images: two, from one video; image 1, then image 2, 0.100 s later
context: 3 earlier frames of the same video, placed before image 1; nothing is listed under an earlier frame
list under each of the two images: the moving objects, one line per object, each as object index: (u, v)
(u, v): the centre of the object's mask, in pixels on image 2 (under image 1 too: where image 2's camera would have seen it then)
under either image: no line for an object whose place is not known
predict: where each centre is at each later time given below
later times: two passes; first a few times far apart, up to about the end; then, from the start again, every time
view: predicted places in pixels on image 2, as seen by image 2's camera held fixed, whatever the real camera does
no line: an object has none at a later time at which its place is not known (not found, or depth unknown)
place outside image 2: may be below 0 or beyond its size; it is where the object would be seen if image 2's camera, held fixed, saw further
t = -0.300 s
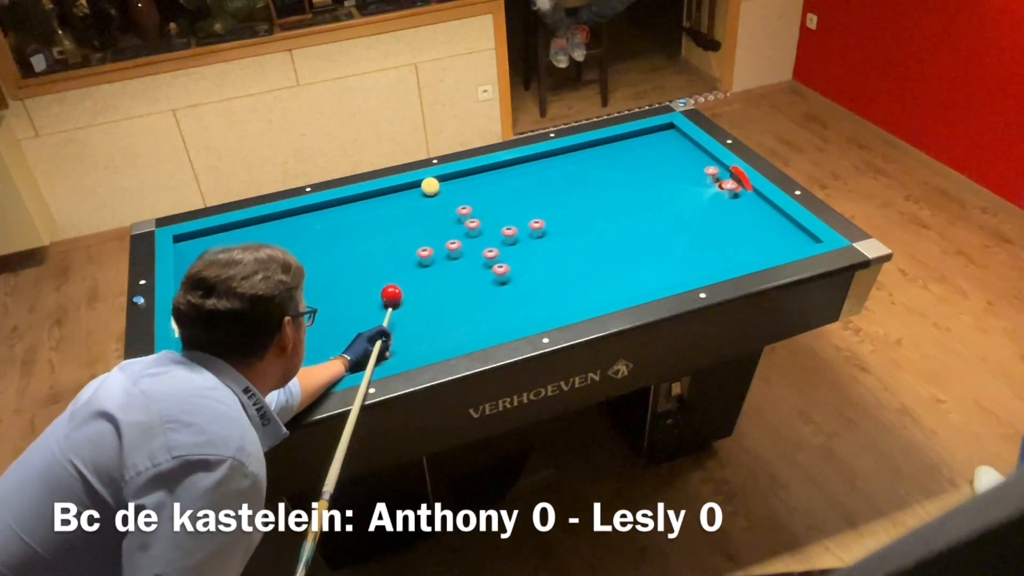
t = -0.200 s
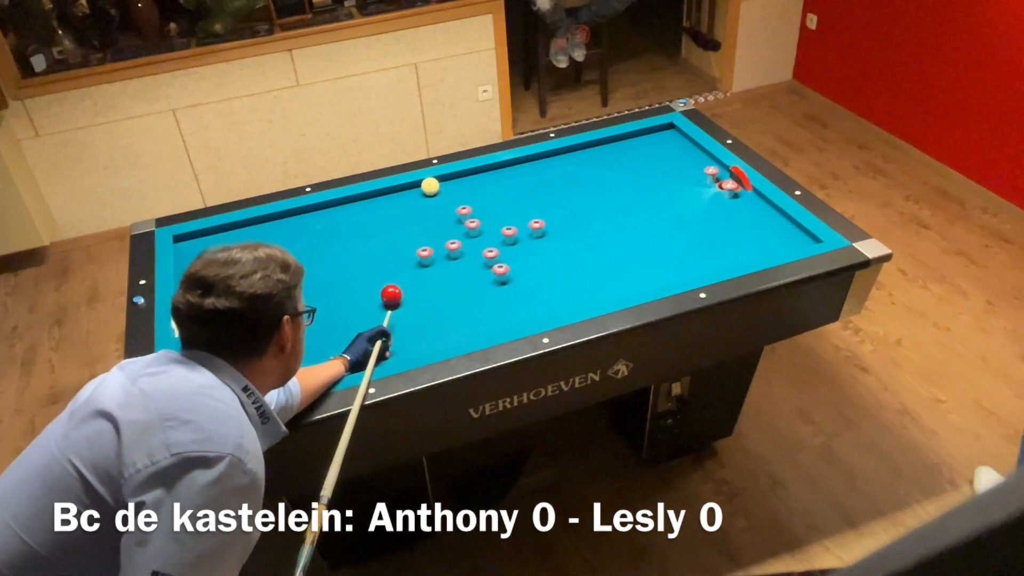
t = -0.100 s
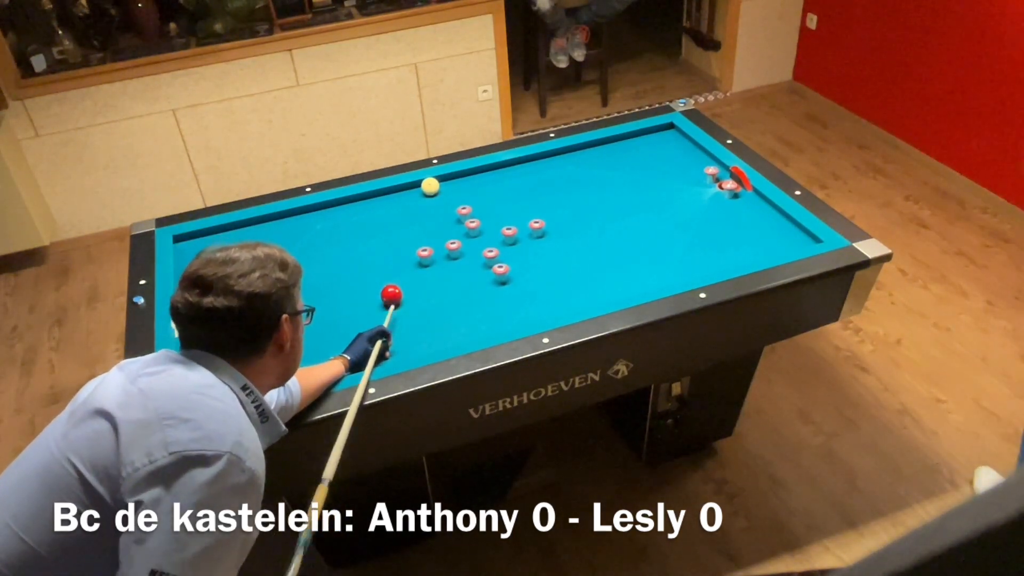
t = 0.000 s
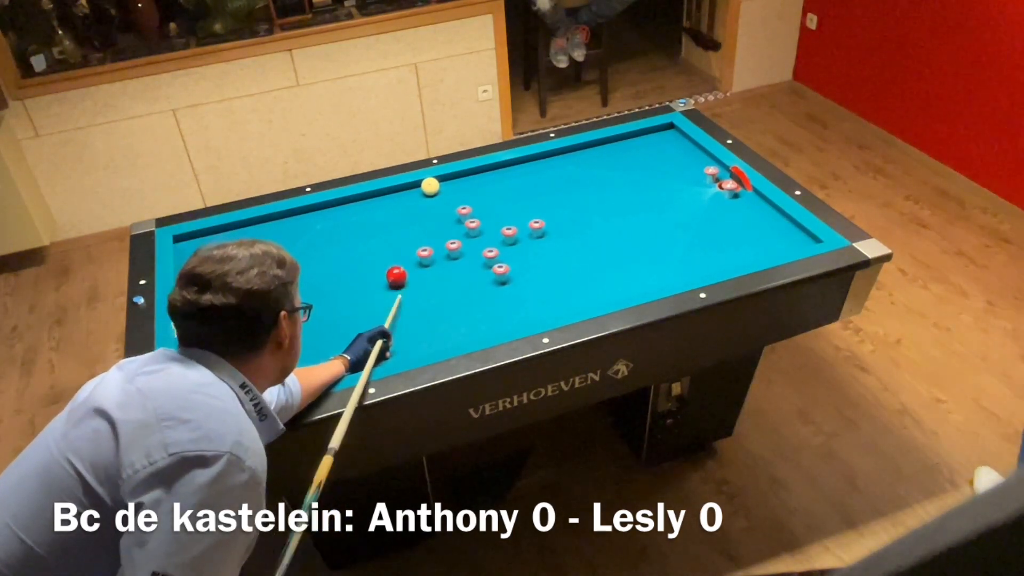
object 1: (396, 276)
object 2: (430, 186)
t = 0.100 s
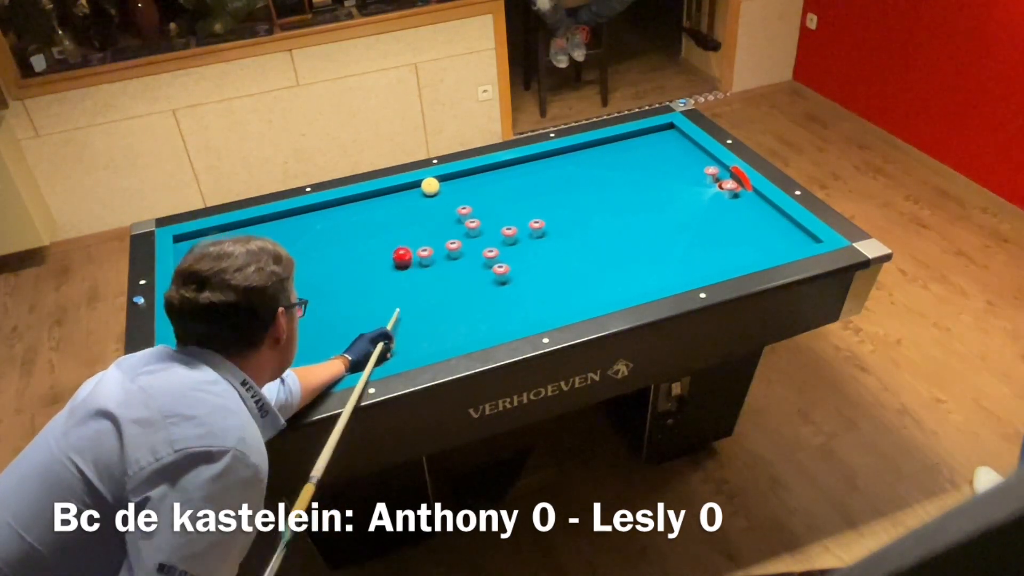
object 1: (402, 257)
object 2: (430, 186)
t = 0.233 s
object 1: (409, 237)
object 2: (430, 186)
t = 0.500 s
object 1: (421, 202)
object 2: (430, 186)
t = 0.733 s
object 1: (419, 191)
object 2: (442, 185)
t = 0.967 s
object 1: (421, 188)
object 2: (456, 191)
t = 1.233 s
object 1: (431, 189)
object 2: (472, 198)
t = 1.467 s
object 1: (440, 191)
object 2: (486, 204)
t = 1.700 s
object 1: (448, 193)
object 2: (499, 210)
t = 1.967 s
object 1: (457, 195)
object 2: (514, 216)
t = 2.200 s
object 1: (464, 196)
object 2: (522, 219)
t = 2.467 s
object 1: (471, 197)
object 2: (512, 216)
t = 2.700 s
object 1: (476, 199)
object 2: (503, 212)
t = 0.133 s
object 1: (404, 251)
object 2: (430, 186)
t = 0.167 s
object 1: (406, 246)
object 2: (430, 186)
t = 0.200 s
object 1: (407, 242)
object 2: (430, 186)
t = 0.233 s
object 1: (409, 237)
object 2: (430, 186)
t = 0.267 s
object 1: (411, 232)
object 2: (430, 186)
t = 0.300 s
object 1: (412, 228)
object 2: (430, 186)
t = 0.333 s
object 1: (414, 223)
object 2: (430, 186)
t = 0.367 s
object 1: (415, 219)
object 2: (430, 186)
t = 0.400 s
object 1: (417, 214)
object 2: (430, 186)
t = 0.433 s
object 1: (418, 210)
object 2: (430, 186)
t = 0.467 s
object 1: (420, 206)
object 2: (430, 186)
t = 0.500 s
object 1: (421, 202)
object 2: (430, 186)
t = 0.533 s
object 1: (422, 198)
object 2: (431, 185)
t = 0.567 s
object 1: (422, 196)
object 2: (432, 184)
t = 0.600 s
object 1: (422, 195)
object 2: (434, 182)
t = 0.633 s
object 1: (421, 194)
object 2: (436, 183)
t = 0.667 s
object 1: (420, 193)
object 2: (438, 184)
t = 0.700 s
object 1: (419, 192)
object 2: (440, 185)
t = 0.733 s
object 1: (419, 191)
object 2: (442, 185)
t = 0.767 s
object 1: (418, 190)
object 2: (444, 186)
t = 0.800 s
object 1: (418, 189)
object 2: (446, 187)
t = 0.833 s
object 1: (417, 188)
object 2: (448, 188)
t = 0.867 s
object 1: (417, 187)
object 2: (450, 189)
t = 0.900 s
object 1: (418, 187)
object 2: (452, 190)
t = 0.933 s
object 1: (419, 187)
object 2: (454, 191)
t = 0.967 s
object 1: (421, 188)
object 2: (456, 191)
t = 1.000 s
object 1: (422, 188)
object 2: (458, 192)
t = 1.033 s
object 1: (423, 188)
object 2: (460, 193)
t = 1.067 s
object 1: (425, 188)
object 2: (462, 194)
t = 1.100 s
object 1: (426, 188)
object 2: (464, 195)
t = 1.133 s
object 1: (427, 189)
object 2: (467, 195)
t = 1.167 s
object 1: (429, 189)
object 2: (468, 196)
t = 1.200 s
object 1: (430, 189)
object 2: (470, 197)
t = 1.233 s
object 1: (431, 189)
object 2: (472, 198)
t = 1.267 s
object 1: (433, 190)
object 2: (474, 199)
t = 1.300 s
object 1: (434, 190)
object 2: (476, 200)
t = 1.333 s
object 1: (435, 190)
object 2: (478, 201)
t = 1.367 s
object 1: (436, 191)
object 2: (480, 202)
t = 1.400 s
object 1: (438, 191)
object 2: (482, 202)
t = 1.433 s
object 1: (439, 191)
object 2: (484, 203)
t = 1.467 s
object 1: (440, 191)
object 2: (486, 204)
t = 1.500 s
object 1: (441, 192)
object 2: (488, 205)
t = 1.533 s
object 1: (442, 192)
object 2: (490, 206)
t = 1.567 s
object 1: (444, 192)
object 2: (492, 206)
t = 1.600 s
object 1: (445, 192)
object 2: (493, 207)
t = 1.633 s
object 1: (446, 193)
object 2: (495, 208)
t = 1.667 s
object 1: (447, 192)
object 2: (497, 209)
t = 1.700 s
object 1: (448, 193)
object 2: (499, 210)
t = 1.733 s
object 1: (449, 193)
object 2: (501, 211)
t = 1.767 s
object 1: (450, 193)
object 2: (503, 211)
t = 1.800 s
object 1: (451, 193)
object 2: (505, 212)
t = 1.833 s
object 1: (453, 194)
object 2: (507, 213)
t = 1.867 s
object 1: (454, 194)
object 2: (509, 214)
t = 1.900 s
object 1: (455, 194)
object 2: (510, 215)
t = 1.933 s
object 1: (456, 194)
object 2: (512, 215)
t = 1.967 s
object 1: (457, 195)
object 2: (514, 216)
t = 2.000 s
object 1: (458, 195)
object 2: (516, 217)
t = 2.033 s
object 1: (459, 195)
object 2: (518, 217)
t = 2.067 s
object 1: (460, 195)
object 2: (520, 218)
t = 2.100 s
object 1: (461, 195)
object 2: (521, 219)
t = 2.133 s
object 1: (462, 196)
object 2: (523, 220)
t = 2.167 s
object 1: (463, 196)
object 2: (523, 220)
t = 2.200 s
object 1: (464, 196)
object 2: (522, 219)
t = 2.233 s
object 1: (464, 196)
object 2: (521, 219)
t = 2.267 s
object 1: (465, 196)
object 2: (520, 219)
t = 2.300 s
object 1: (466, 196)
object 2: (518, 218)
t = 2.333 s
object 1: (467, 197)
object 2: (517, 217)
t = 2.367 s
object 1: (468, 197)
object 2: (516, 217)
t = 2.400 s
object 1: (469, 197)
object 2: (514, 216)
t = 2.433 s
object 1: (470, 197)
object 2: (513, 216)
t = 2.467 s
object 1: (471, 197)
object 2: (512, 216)
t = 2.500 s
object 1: (472, 197)
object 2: (511, 215)
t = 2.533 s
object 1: (472, 198)
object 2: (509, 215)
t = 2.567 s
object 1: (473, 198)
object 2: (508, 214)
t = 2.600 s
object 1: (474, 198)
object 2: (507, 214)
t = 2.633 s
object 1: (474, 198)
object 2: (506, 213)
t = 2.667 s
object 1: (475, 198)
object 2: (504, 213)
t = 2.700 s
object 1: (476, 199)
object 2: (503, 212)
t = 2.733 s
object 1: (477, 199)
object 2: (502, 212)
